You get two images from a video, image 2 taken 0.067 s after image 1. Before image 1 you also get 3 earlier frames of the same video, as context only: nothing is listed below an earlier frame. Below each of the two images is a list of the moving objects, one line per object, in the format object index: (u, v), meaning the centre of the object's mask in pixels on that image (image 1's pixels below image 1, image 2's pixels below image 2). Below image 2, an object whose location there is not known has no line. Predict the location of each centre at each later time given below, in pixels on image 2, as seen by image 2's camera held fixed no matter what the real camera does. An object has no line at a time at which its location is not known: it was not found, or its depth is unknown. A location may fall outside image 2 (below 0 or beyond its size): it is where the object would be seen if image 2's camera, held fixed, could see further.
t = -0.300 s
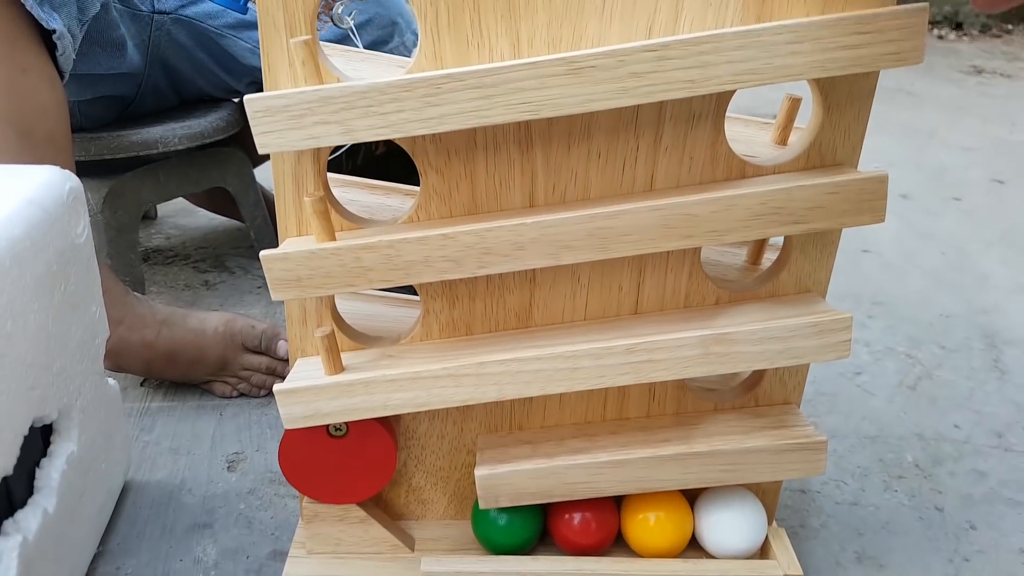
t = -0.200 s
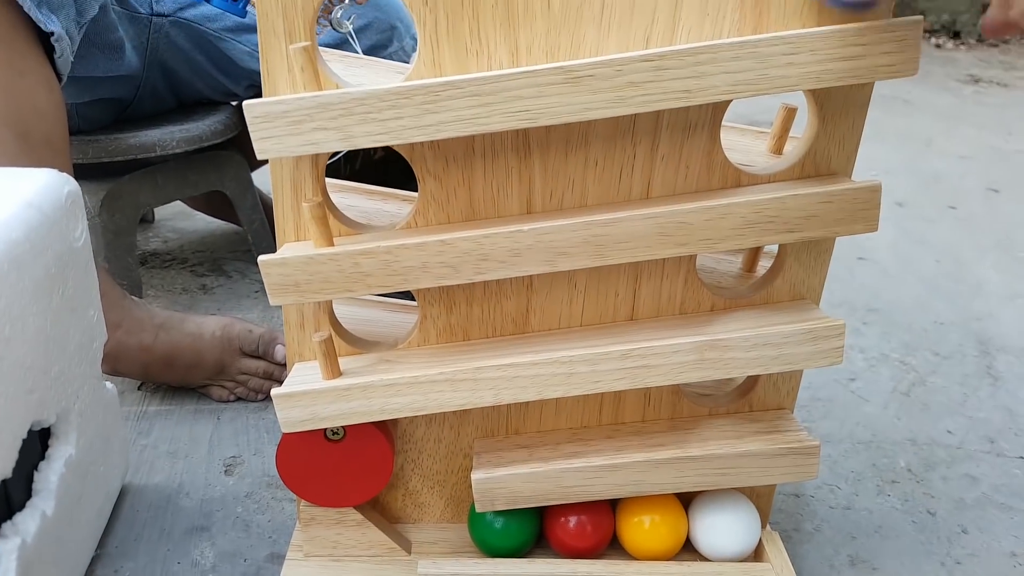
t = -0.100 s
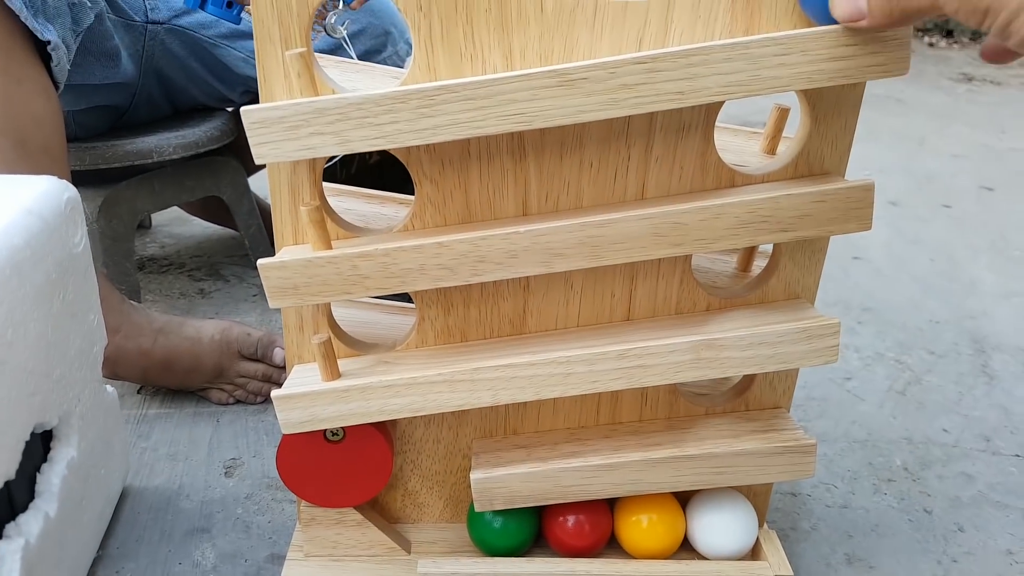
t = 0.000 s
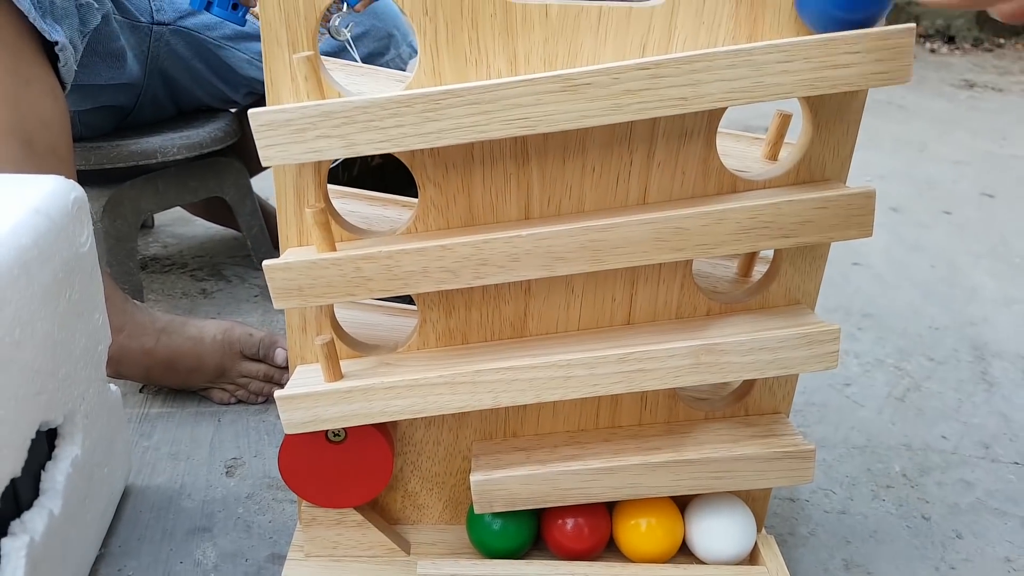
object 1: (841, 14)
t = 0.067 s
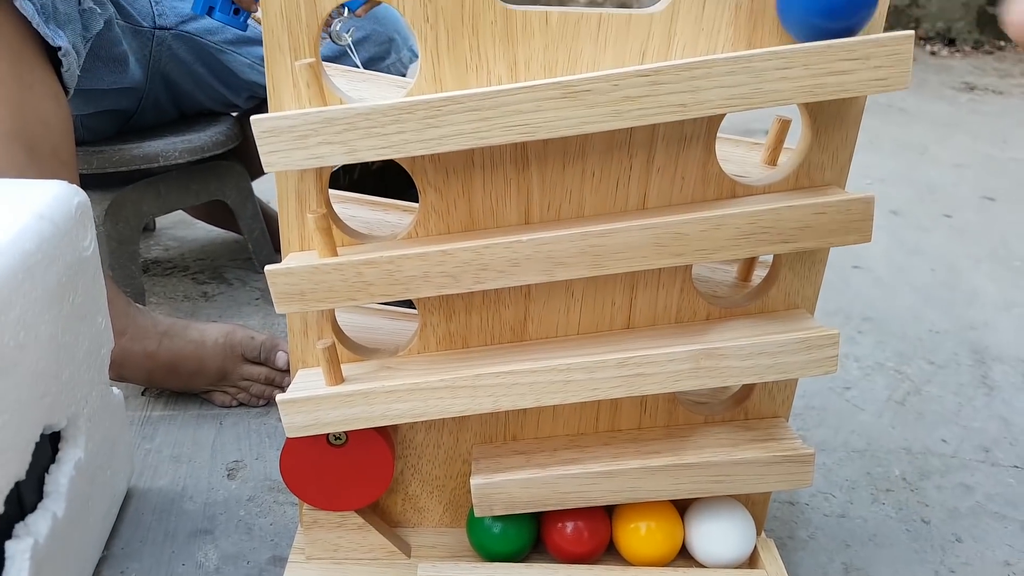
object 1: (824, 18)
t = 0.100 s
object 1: (812, 16)
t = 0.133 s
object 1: (798, 14)
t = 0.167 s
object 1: (781, 13)
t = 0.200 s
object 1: (764, 14)
